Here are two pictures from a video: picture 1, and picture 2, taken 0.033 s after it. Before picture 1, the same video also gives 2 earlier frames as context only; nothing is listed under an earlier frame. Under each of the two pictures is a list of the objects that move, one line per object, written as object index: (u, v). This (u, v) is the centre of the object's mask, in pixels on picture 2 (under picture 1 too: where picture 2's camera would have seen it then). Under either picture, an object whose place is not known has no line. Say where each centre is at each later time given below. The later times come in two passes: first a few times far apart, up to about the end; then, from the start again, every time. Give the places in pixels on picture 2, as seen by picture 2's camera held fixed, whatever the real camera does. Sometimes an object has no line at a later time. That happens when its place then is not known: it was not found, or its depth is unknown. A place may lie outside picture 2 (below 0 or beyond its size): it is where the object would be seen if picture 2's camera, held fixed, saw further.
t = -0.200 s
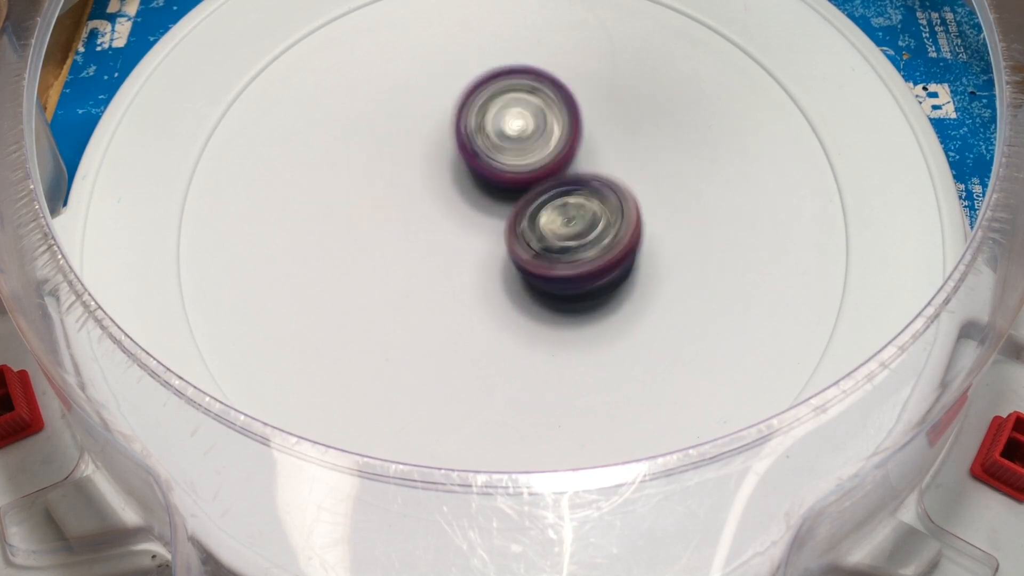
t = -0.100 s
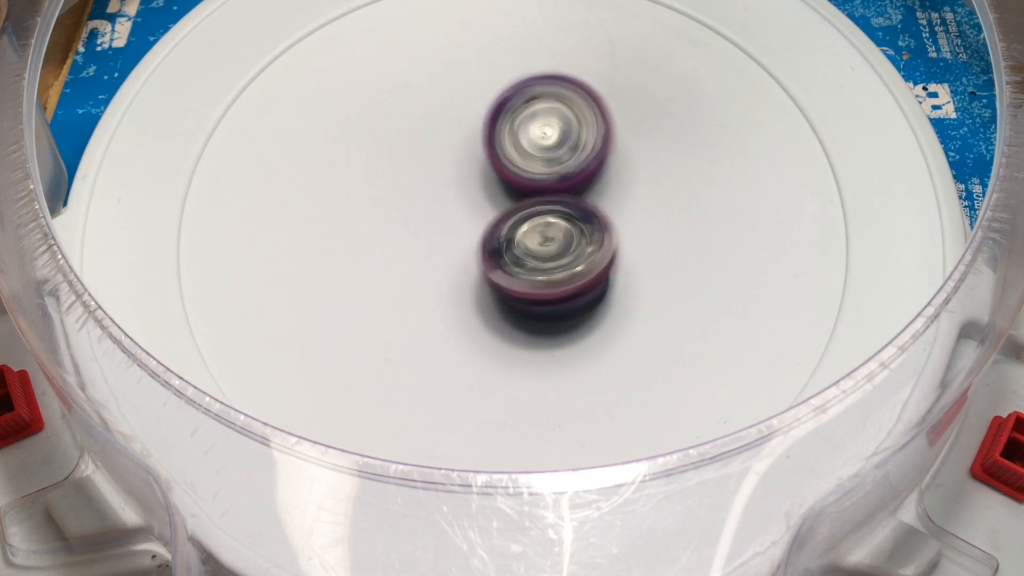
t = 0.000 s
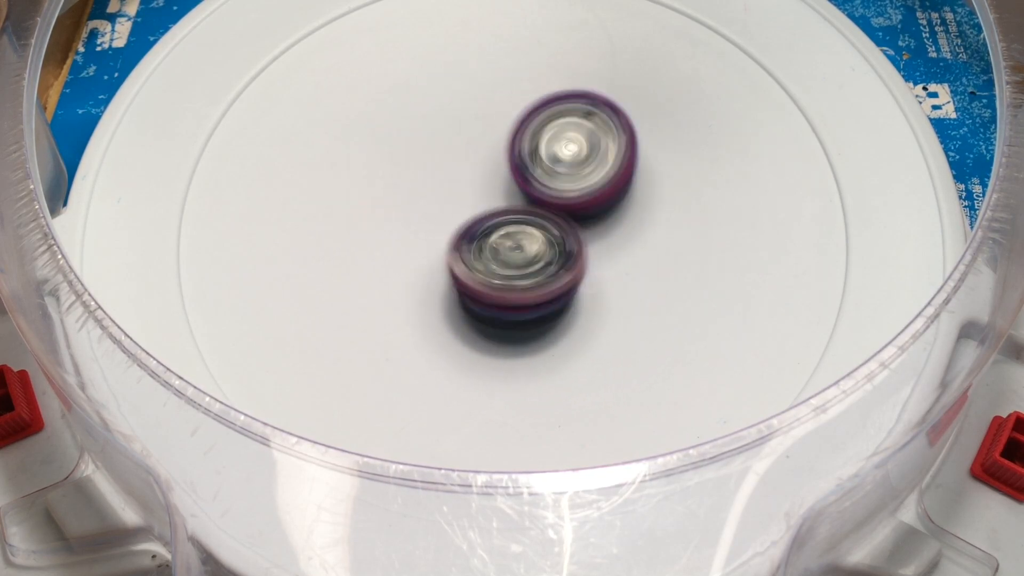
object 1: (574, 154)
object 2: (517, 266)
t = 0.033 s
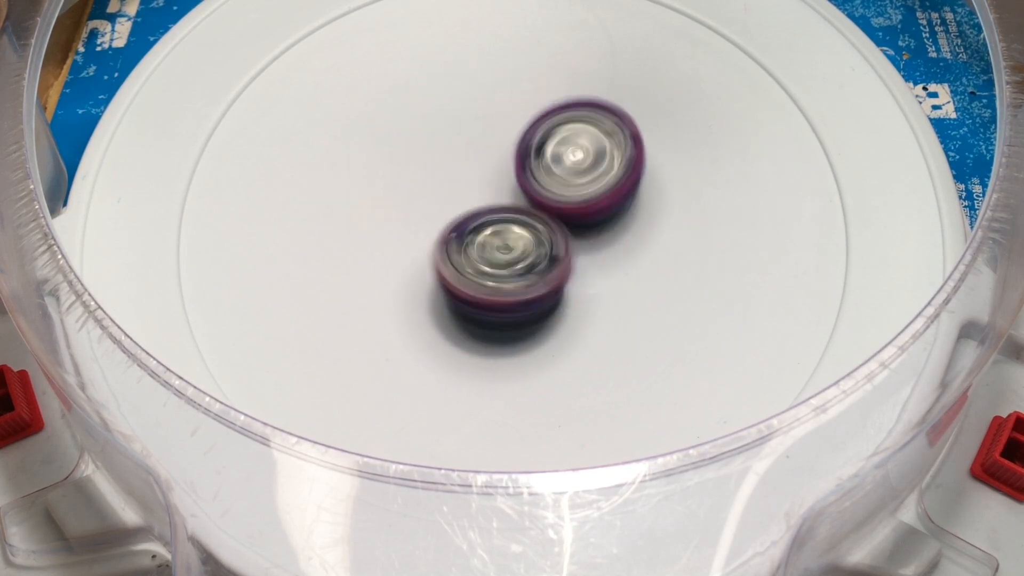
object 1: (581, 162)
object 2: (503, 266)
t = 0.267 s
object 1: (589, 224)
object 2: (441, 227)
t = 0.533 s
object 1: (529, 273)
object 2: (453, 158)
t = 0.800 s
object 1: (451, 244)
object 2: (532, 140)
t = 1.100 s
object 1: (442, 170)
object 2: (585, 201)
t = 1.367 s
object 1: (503, 134)
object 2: (538, 259)
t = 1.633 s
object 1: (570, 161)
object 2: (458, 241)
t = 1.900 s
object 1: (578, 228)
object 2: (447, 175)
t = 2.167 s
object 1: (518, 266)
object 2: (510, 141)
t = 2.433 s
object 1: (447, 238)
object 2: (577, 173)
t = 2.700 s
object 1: (442, 179)
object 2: (573, 237)
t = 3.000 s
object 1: (498, 117)
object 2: (513, 294)
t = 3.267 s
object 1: (554, 155)
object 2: (465, 248)
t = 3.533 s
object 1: (599, 215)
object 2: (454, 193)
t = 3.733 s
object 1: (606, 320)
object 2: (468, 139)
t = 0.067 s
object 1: (585, 169)
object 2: (492, 264)
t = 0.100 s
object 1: (589, 179)
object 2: (481, 261)
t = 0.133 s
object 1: (592, 187)
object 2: (471, 256)
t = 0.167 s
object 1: (593, 197)
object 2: (461, 251)
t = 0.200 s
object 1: (594, 206)
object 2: (453, 243)
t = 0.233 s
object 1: (592, 215)
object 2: (446, 236)
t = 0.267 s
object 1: (589, 224)
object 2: (441, 227)
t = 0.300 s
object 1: (585, 232)
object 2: (437, 218)
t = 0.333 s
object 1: (579, 240)
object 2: (435, 208)
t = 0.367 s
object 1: (573, 250)
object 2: (435, 199)
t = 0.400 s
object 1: (564, 257)
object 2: (436, 190)
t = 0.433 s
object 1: (558, 263)
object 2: (439, 180)
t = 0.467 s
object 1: (548, 268)
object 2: (442, 173)
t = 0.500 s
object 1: (539, 272)
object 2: (448, 165)
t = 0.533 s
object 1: (529, 273)
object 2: (453, 158)
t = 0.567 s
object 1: (518, 275)
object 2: (462, 151)
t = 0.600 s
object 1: (508, 273)
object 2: (470, 146)
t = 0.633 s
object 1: (496, 271)
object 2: (480, 142)
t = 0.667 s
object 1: (487, 268)
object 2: (489, 138)
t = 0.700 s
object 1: (476, 263)
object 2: (501, 136)
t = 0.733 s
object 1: (467, 259)
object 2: (511, 137)
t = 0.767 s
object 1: (459, 250)
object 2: (523, 137)
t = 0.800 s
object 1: (451, 244)
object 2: (532, 140)
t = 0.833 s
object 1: (446, 235)
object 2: (543, 143)
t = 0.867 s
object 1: (440, 228)
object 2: (552, 147)
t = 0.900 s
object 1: (437, 219)
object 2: (561, 152)
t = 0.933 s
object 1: (435, 211)
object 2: (568, 159)
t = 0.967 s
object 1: (435, 202)
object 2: (575, 166)
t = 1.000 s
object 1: (434, 193)
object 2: (579, 174)
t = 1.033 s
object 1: (436, 185)
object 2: (583, 183)
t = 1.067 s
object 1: (439, 177)
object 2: (585, 191)
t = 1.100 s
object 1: (442, 170)
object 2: (585, 201)
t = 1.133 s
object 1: (447, 162)
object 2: (584, 211)
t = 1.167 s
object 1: (453, 156)
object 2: (582, 220)
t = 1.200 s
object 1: (460, 149)
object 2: (578, 229)
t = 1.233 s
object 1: (467, 145)
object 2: (572, 236)
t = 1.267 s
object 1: (476, 140)
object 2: (565, 245)
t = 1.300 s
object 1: (484, 137)
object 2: (557, 250)
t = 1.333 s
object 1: (494, 135)
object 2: (547, 256)
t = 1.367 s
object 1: (503, 134)
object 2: (538, 259)
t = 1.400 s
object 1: (513, 134)
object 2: (527, 263)
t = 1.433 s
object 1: (522, 135)
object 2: (517, 263)
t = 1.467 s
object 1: (532, 137)
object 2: (505, 262)
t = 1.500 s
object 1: (540, 140)
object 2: (495, 261)
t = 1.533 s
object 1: (549, 145)
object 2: (484, 257)
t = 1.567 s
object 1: (557, 149)
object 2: (475, 253)
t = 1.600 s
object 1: (564, 155)
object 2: (465, 247)
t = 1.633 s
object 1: (570, 161)
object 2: (458, 241)
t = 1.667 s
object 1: (575, 168)
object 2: (451, 234)
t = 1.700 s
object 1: (580, 176)
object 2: (446, 226)
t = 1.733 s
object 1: (582, 184)
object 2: (442, 217)
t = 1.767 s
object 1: (584, 192)
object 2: (441, 208)
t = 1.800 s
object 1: (584, 201)
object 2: (440, 199)
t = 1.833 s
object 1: (584, 210)
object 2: (441, 191)
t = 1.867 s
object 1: (581, 218)
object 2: (443, 183)
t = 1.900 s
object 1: (578, 228)
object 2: (447, 175)
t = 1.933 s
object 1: (574, 236)
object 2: (451, 168)
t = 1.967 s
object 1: (568, 242)
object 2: (458, 161)
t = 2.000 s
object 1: (561, 250)
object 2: (464, 155)
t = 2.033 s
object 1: (554, 256)
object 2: (473, 150)
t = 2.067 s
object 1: (546, 259)
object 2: (480, 146)
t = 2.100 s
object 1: (537, 263)
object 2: (491, 143)
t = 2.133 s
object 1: (528, 264)
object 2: (498, 141)
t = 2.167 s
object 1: (518, 266)
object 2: (510, 141)
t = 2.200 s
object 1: (509, 265)
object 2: (518, 141)
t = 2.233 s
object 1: (499, 264)
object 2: (529, 144)
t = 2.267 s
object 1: (490, 261)
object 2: (538, 146)
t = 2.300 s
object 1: (481, 257)
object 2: (547, 151)
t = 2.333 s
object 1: (471, 255)
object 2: (556, 156)
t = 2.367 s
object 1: (461, 251)
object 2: (565, 162)
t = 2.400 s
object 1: (454, 244)
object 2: (571, 168)
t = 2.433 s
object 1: (447, 238)
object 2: (577, 173)
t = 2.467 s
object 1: (442, 231)
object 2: (581, 180)
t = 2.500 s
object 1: (438, 224)
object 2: (585, 188)
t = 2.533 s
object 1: (435, 216)
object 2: (586, 196)
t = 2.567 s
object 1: (434, 209)
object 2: (587, 204)
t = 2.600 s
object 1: (435, 200)
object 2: (585, 212)
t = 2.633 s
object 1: (435, 194)
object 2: (583, 222)
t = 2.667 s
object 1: (438, 185)
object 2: (579, 229)
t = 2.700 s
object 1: (442, 179)
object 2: (573, 237)
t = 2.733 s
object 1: (447, 172)
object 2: (567, 242)
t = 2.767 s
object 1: (452, 167)
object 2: (557, 250)
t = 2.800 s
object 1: (460, 160)
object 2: (550, 252)
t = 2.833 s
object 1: (465, 149)
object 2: (544, 263)
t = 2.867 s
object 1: (471, 136)
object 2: (537, 278)
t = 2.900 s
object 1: (478, 130)
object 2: (532, 286)
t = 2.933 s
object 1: (484, 122)
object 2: (527, 290)
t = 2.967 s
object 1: (493, 120)
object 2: (520, 293)
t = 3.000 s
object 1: (498, 117)
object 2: (513, 294)
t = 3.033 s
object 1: (507, 118)
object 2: (504, 292)
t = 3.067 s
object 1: (513, 120)
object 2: (494, 288)
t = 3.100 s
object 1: (523, 122)
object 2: (486, 283)
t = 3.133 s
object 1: (528, 128)
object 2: (479, 277)
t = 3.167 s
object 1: (536, 132)
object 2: (475, 268)
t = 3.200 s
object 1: (541, 141)
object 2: (472, 260)
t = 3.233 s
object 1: (547, 148)
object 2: (472, 252)
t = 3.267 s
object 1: (554, 155)
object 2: (465, 248)
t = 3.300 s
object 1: (574, 157)
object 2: (453, 244)
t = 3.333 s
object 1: (589, 164)
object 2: (446, 236)
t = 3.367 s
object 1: (594, 175)
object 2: (444, 228)
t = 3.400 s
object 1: (599, 181)
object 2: (446, 218)
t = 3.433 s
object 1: (599, 190)
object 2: (450, 212)
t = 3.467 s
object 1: (596, 198)
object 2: (456, 207)
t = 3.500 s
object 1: (599, 205)
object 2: (454, 201)
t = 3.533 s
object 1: (599, 215)
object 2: (454, 193)
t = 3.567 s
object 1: (595, 224)
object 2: (459, 188)
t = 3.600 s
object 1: (590, 232)
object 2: (466, 182)
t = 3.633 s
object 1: (595, 256)
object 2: (465, 168)
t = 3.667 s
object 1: (602, 282)
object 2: (463, 155)
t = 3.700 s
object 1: (604, 302)
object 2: (463, 146)
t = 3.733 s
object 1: (606, 320)
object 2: (468, 139)
